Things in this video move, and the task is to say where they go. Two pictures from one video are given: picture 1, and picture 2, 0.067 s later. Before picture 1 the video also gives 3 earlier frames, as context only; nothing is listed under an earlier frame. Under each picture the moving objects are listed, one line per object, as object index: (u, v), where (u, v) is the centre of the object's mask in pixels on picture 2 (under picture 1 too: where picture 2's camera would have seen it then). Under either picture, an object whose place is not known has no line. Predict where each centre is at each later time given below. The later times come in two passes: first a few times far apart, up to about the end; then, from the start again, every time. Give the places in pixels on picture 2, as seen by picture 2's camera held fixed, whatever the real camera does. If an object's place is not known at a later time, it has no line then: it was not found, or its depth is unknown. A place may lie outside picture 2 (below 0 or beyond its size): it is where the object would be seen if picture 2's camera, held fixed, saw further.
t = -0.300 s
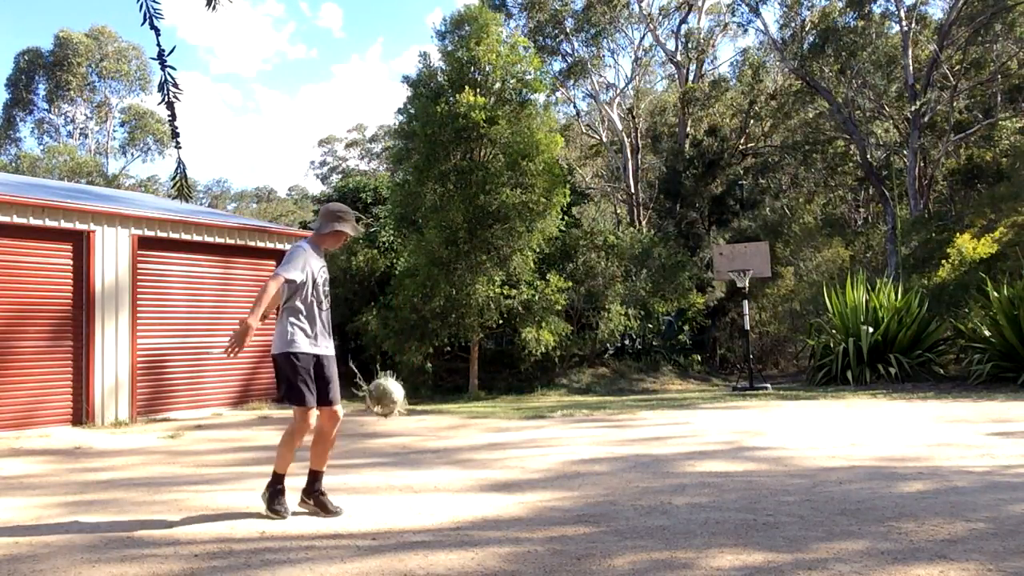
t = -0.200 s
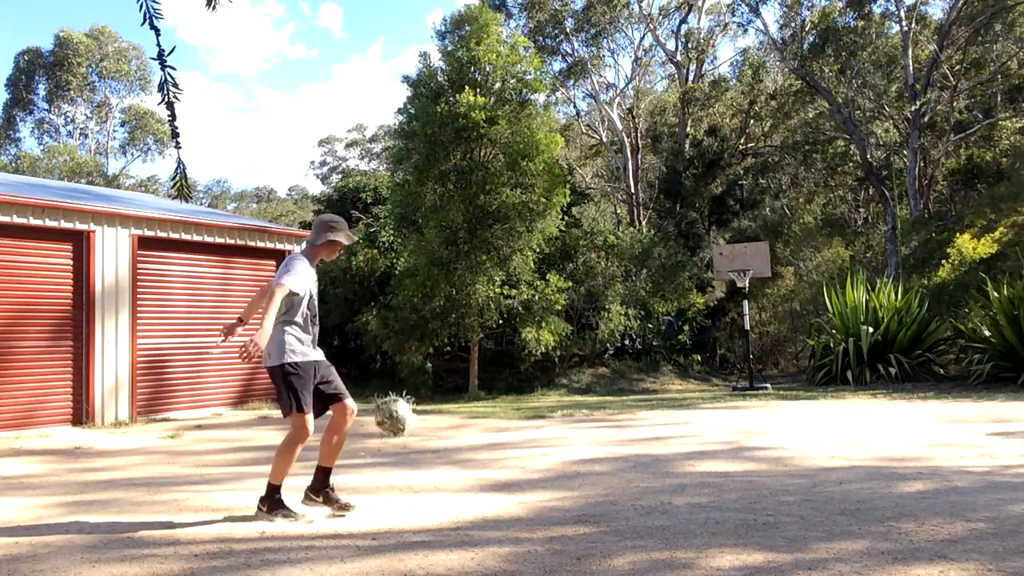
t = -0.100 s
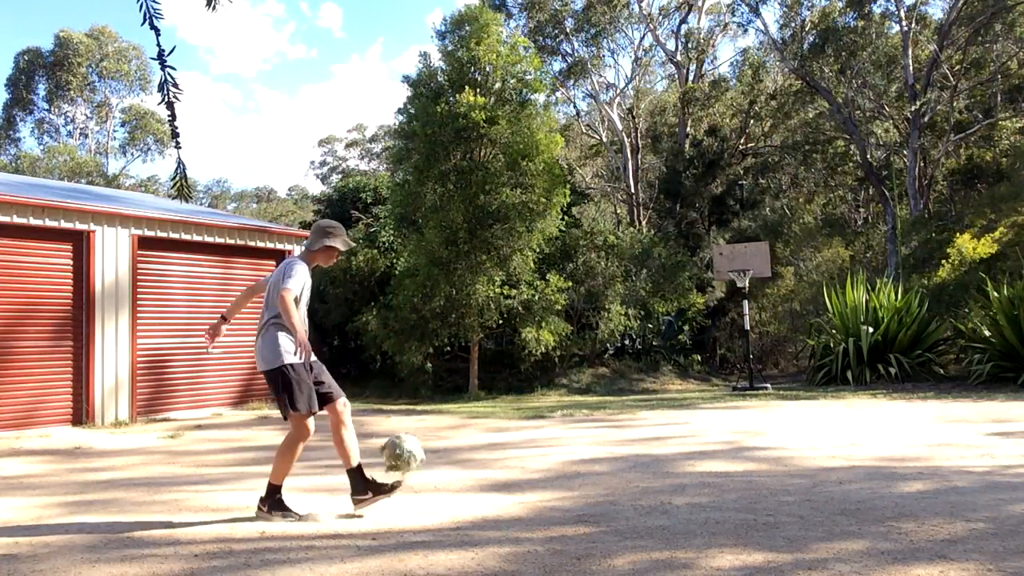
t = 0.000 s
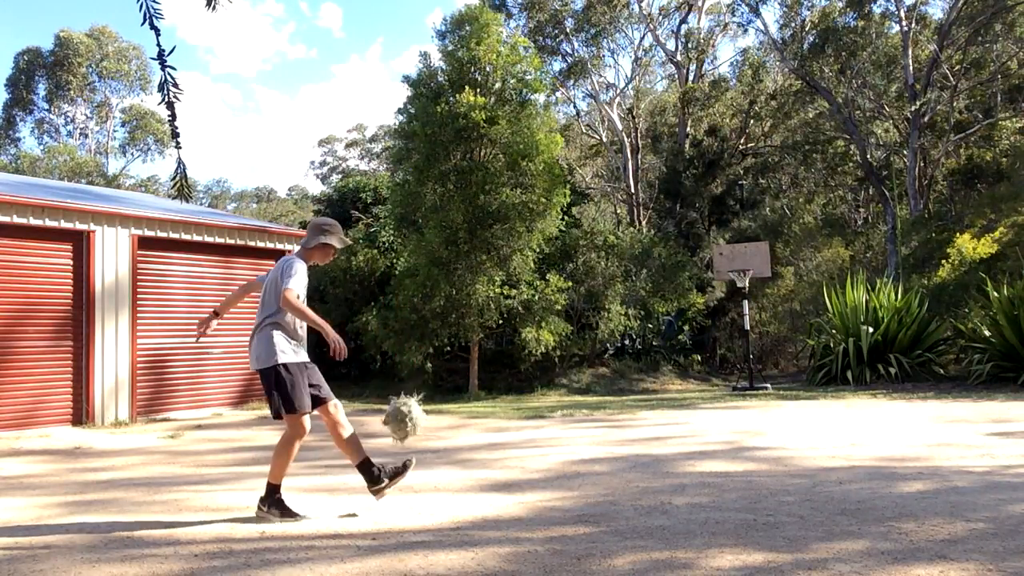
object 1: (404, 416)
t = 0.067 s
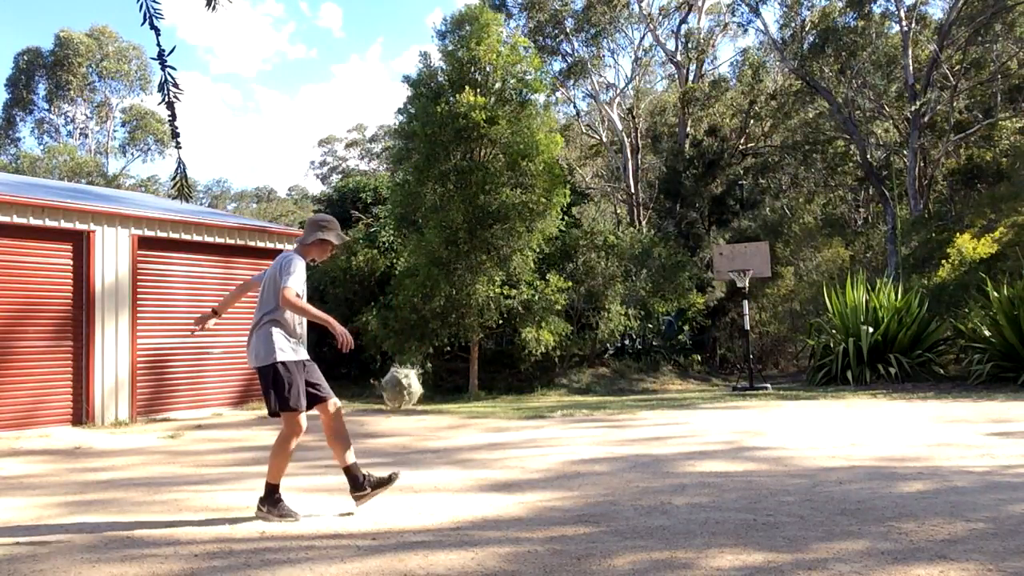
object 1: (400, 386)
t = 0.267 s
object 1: (391, 342)
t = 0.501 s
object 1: (381, 371)
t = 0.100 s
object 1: (399, 375)
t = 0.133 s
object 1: (398, 364)
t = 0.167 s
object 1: (395, 357)
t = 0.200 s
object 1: (394, 350)
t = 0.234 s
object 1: (393, 346)
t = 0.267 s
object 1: (391, 342)
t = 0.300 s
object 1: (389, 340)
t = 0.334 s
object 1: (388, 340)
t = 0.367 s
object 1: (387, 342)
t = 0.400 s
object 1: (386, 346)
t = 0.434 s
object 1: (384, 353)
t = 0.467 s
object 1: (383, 361)
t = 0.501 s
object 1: (381, 371)
